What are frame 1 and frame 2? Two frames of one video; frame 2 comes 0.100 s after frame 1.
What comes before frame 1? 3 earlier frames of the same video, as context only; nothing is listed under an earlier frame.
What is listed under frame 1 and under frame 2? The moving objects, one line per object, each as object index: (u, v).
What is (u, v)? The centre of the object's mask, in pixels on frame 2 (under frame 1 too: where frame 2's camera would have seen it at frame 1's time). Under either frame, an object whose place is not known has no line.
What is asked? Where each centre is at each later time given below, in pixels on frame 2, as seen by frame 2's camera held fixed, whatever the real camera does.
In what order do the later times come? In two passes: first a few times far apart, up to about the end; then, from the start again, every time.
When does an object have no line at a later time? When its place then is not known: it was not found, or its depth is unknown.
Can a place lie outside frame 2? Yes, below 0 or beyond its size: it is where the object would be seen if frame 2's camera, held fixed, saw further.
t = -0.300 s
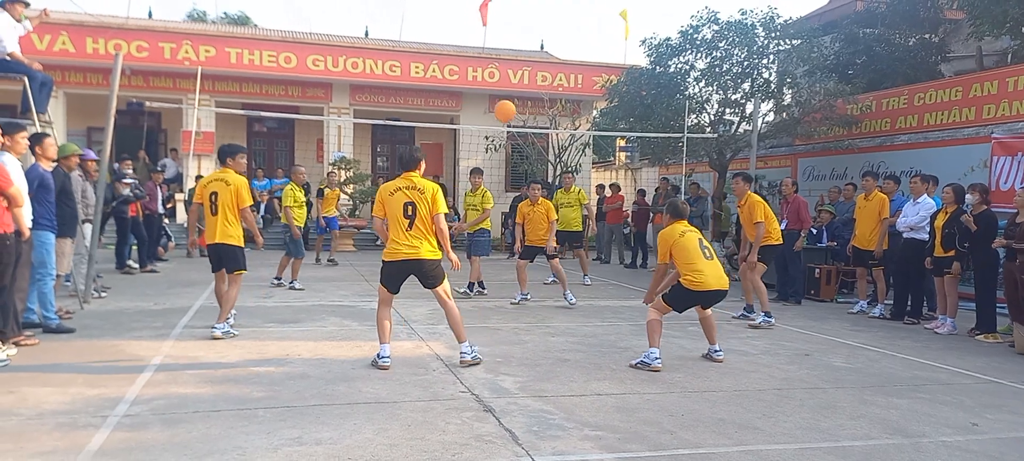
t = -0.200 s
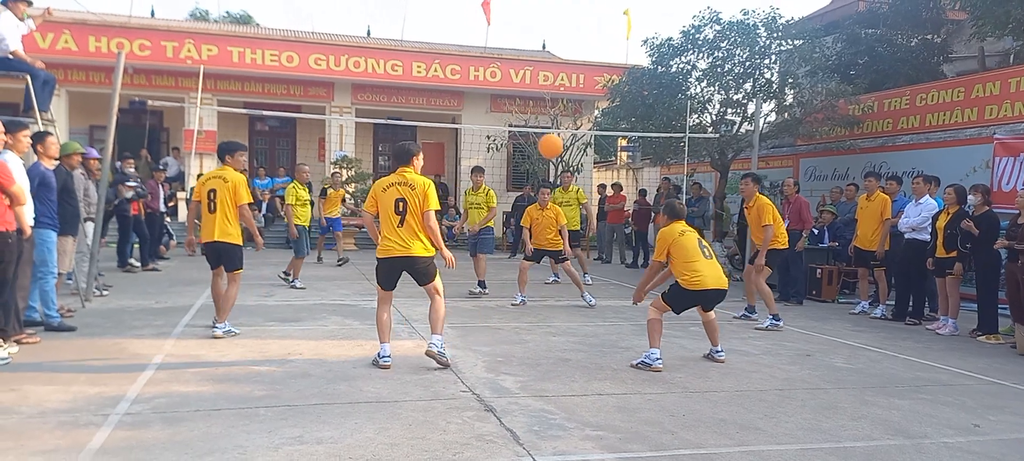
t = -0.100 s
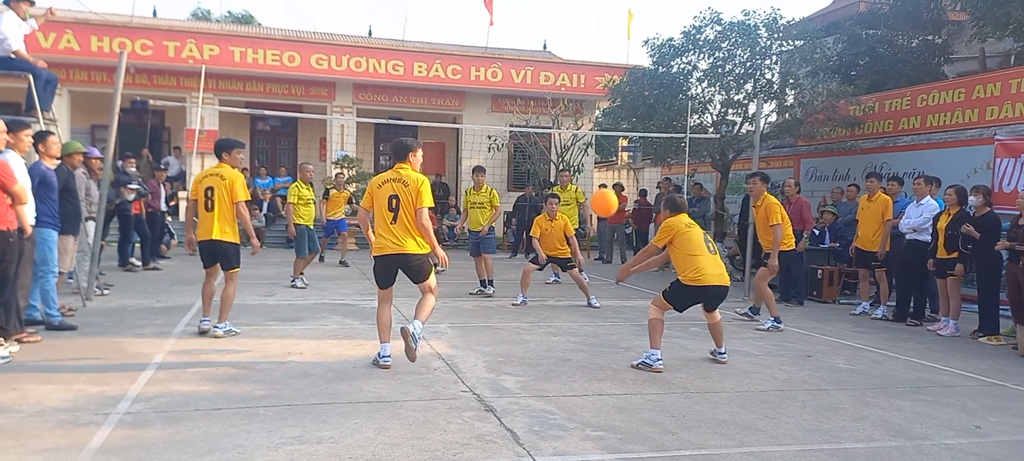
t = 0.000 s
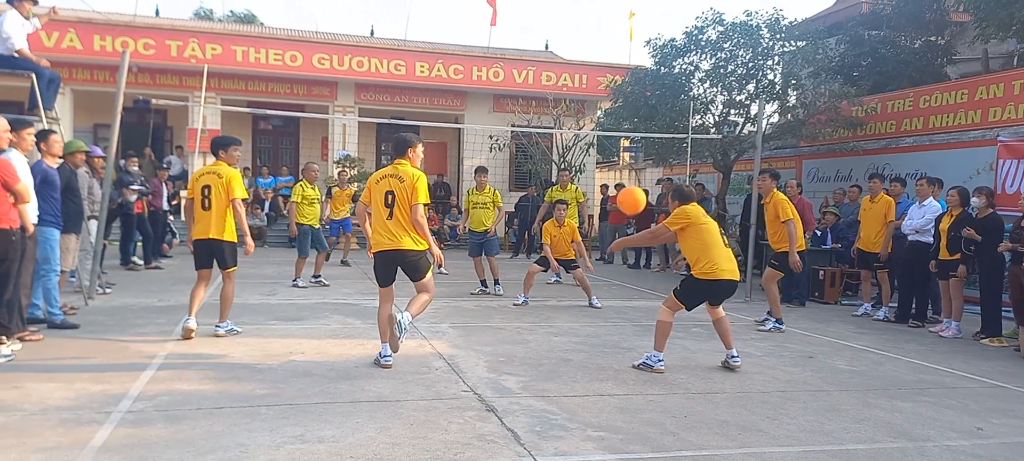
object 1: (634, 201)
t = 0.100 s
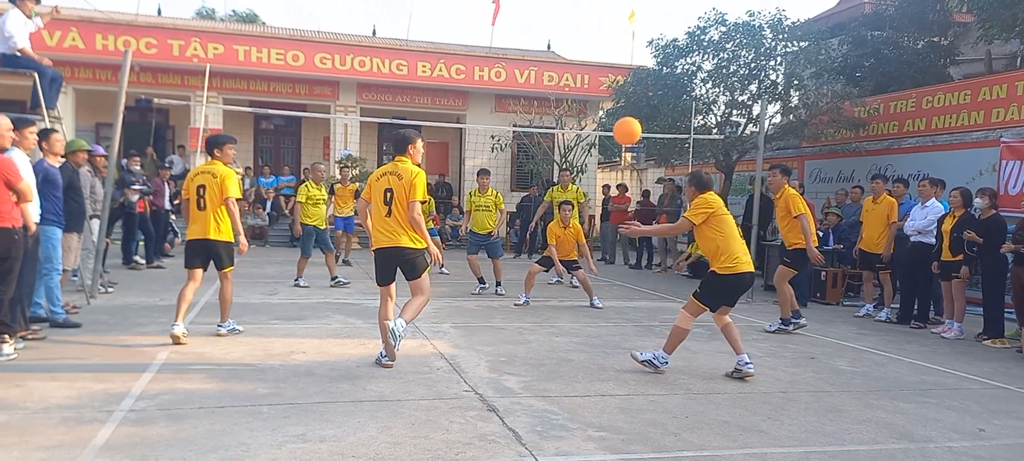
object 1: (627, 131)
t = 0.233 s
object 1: (620, 64)
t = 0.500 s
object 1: (603, 7)
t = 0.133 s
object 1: (625, 111)
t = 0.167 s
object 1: (623, 94)
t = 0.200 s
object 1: (622, 78)
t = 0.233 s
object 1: (620, 64)
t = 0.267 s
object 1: (618, 52)
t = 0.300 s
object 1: (616, 41)
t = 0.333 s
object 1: (614, 32)
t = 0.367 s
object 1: (612, 24)
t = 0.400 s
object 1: (610, 18)
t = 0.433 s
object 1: (607, 12)
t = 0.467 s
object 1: (605, 9)
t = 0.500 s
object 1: (603, 7)
